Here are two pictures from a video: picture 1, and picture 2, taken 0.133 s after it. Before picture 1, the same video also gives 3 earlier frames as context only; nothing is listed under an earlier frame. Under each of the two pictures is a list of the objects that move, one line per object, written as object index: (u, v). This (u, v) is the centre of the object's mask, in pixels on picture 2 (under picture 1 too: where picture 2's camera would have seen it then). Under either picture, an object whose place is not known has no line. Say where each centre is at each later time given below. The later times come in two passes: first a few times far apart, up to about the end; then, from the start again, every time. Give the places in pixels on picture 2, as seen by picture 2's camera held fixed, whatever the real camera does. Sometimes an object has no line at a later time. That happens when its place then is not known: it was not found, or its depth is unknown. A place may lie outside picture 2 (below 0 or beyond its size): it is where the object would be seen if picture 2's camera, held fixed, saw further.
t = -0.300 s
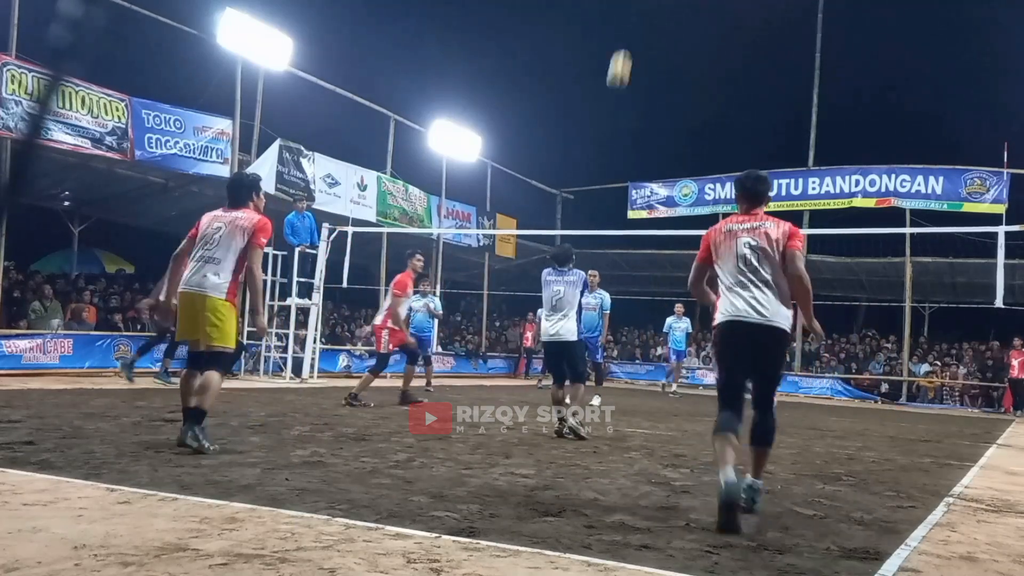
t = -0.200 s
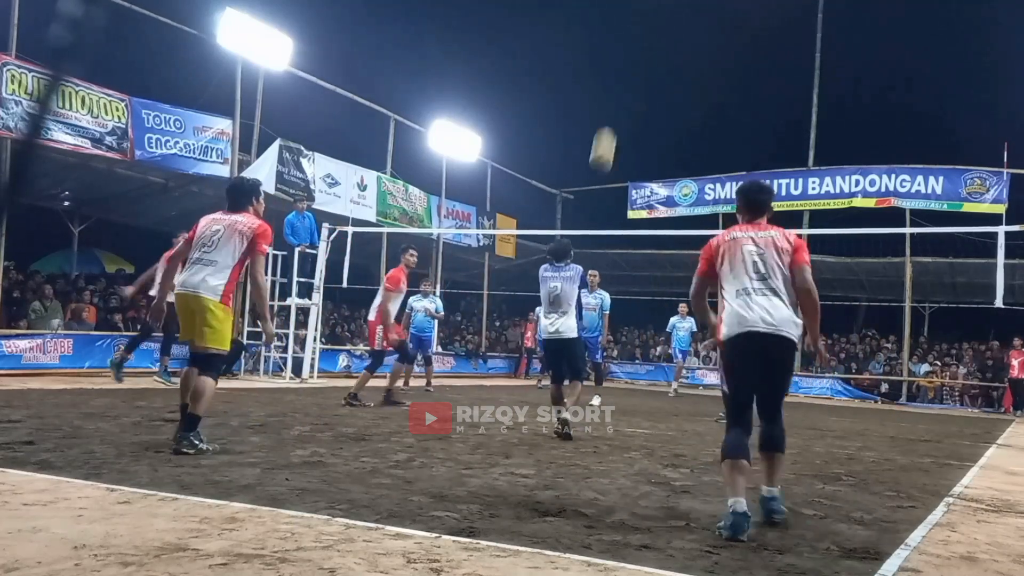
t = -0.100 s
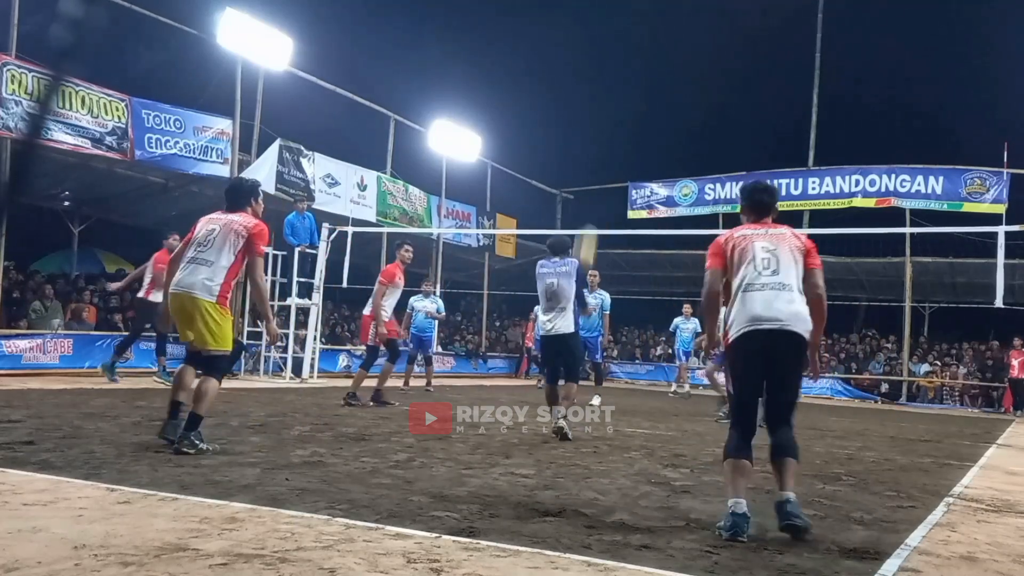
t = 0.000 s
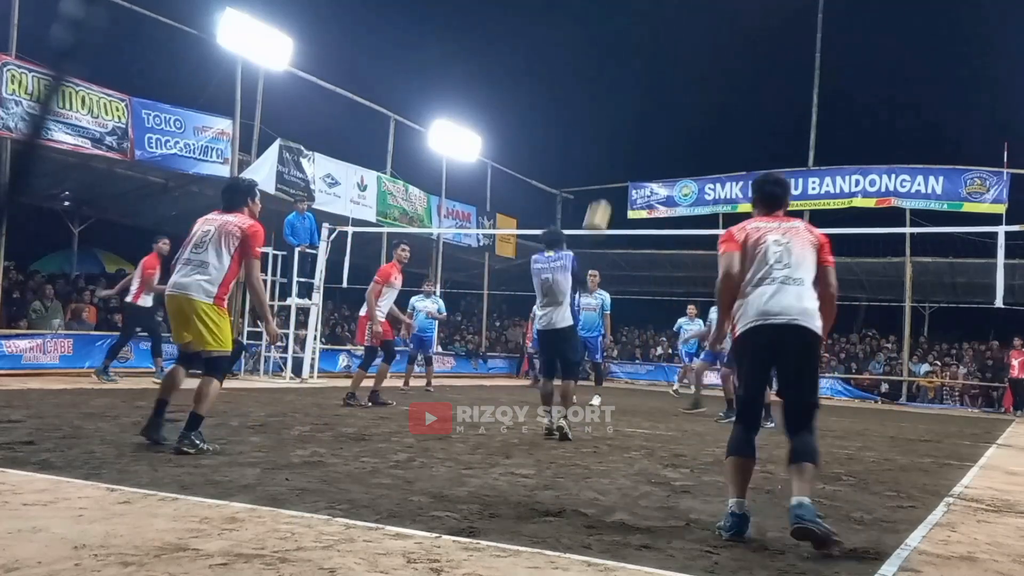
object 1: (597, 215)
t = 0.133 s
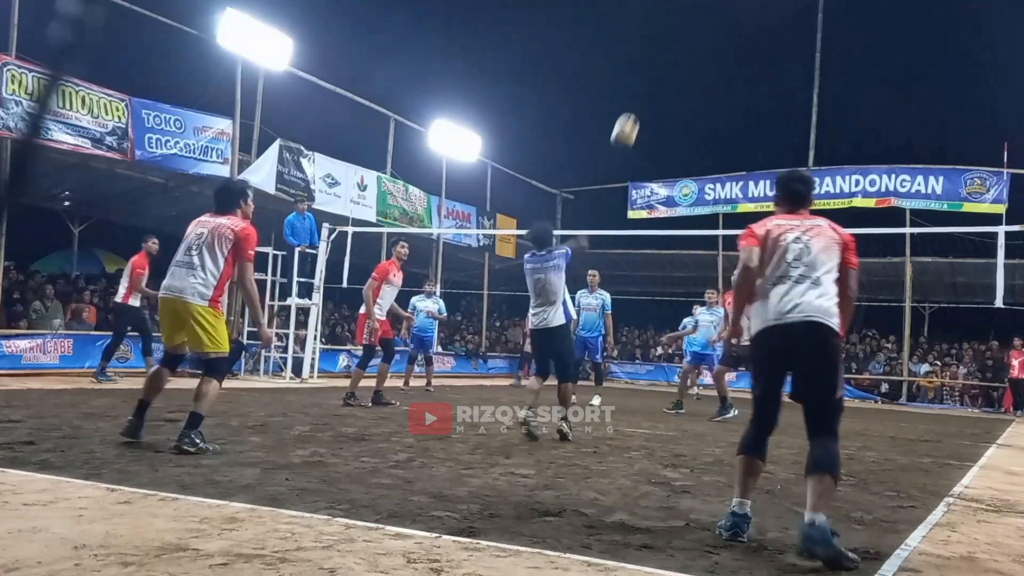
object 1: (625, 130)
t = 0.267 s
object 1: (650, 68)
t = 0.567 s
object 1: (693, 6)
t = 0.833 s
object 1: (723, 21)
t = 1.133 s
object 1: (746, 116)
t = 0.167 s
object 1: (631, 113)
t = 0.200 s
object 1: (638, 96)
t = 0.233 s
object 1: (644, 81)
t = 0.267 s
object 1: (650, 68)
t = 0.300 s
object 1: (654, 55)
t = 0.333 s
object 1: (660, 44)
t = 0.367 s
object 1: (665, 34)
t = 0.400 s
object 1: (670, 26)
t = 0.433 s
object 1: (675, 18)
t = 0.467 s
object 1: (680, 13)
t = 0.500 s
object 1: (684, 10)
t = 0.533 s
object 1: (688, 7)
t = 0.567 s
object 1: (693, 6)
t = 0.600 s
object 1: (696, 6)
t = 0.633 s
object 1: (701, 5)
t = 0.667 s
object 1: (705, 6)
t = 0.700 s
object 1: (709, 7)
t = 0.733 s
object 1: (712, 8)
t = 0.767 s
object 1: (716, 11)
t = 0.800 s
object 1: (719, 16)
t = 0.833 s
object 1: (723, 21)
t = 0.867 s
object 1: (725, 28)
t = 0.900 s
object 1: (728, 36)
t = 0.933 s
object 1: (732, 45)
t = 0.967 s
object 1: (734, 55)
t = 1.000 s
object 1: (737, 65)
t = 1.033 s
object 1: (740, 77)
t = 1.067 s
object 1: (742, 89)
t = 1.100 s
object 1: (744, 102)
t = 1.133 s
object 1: (746, 116)
